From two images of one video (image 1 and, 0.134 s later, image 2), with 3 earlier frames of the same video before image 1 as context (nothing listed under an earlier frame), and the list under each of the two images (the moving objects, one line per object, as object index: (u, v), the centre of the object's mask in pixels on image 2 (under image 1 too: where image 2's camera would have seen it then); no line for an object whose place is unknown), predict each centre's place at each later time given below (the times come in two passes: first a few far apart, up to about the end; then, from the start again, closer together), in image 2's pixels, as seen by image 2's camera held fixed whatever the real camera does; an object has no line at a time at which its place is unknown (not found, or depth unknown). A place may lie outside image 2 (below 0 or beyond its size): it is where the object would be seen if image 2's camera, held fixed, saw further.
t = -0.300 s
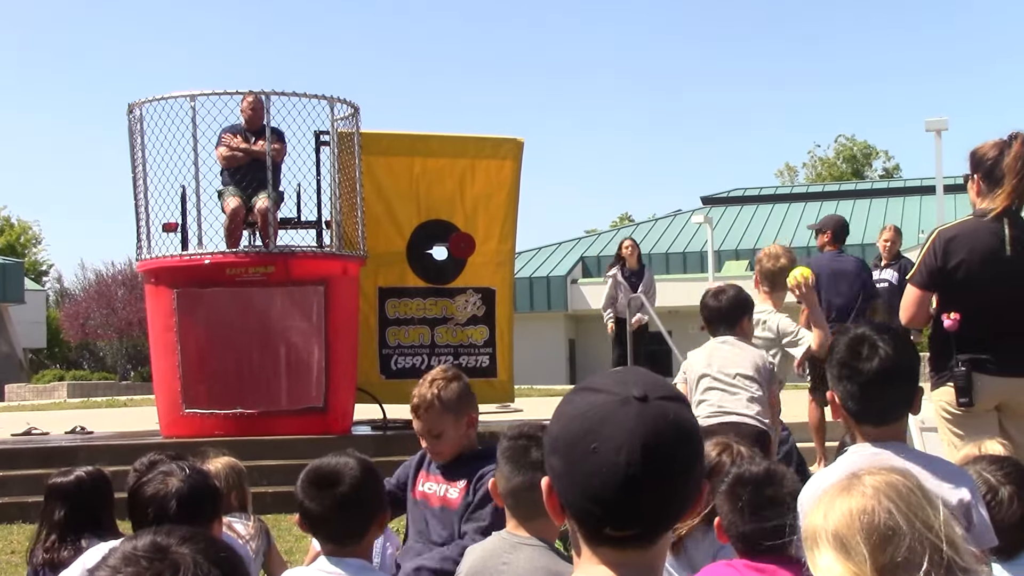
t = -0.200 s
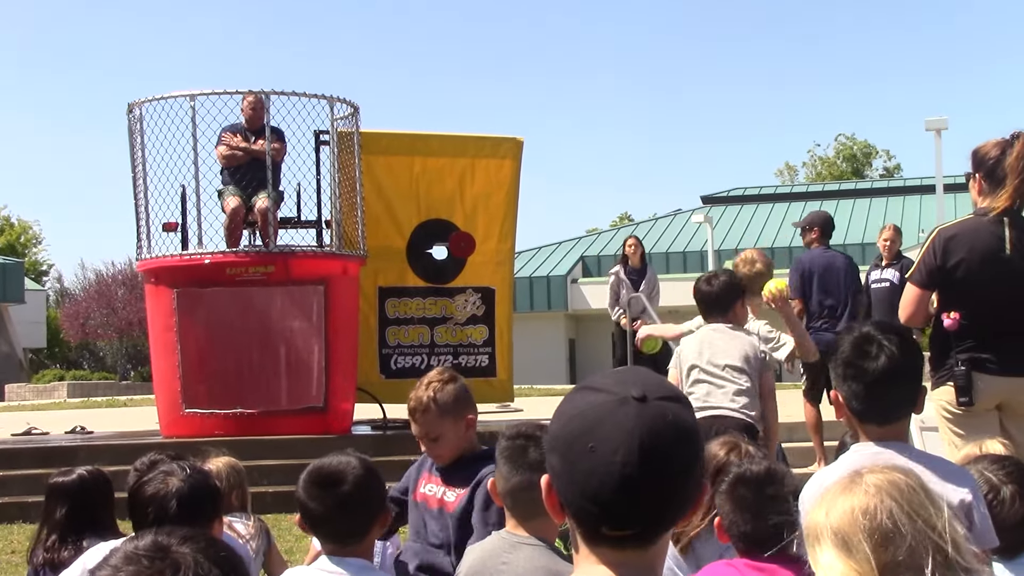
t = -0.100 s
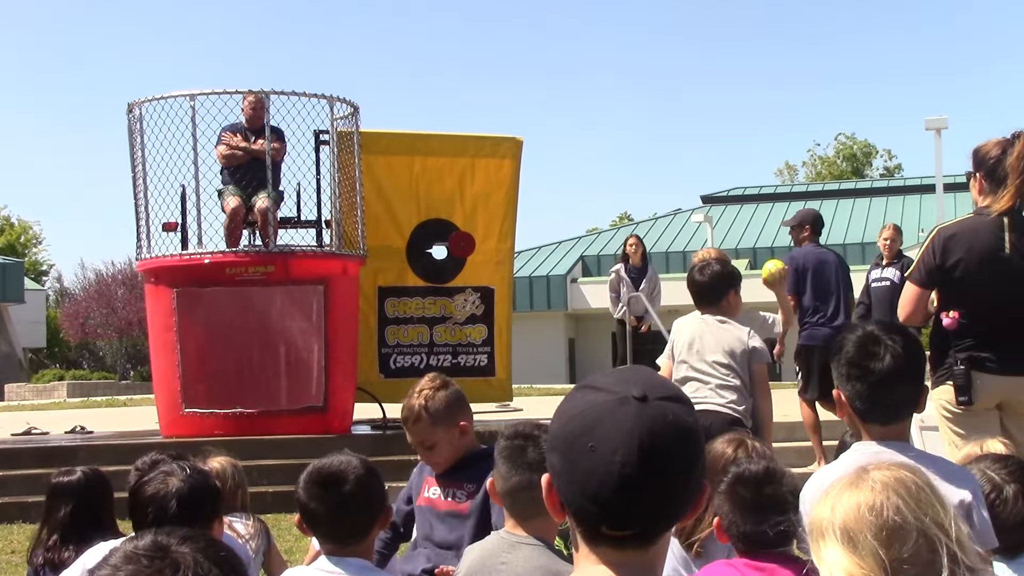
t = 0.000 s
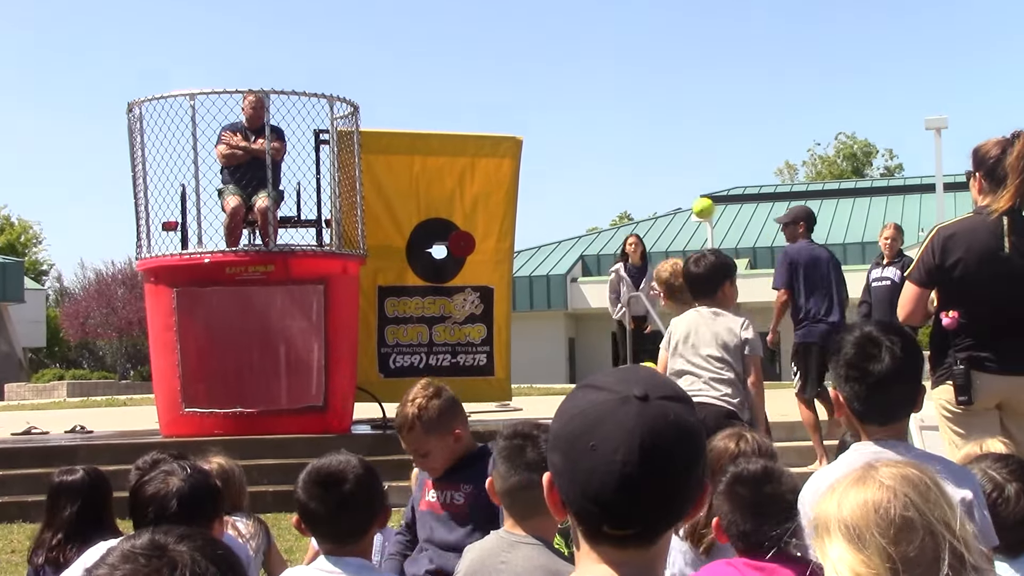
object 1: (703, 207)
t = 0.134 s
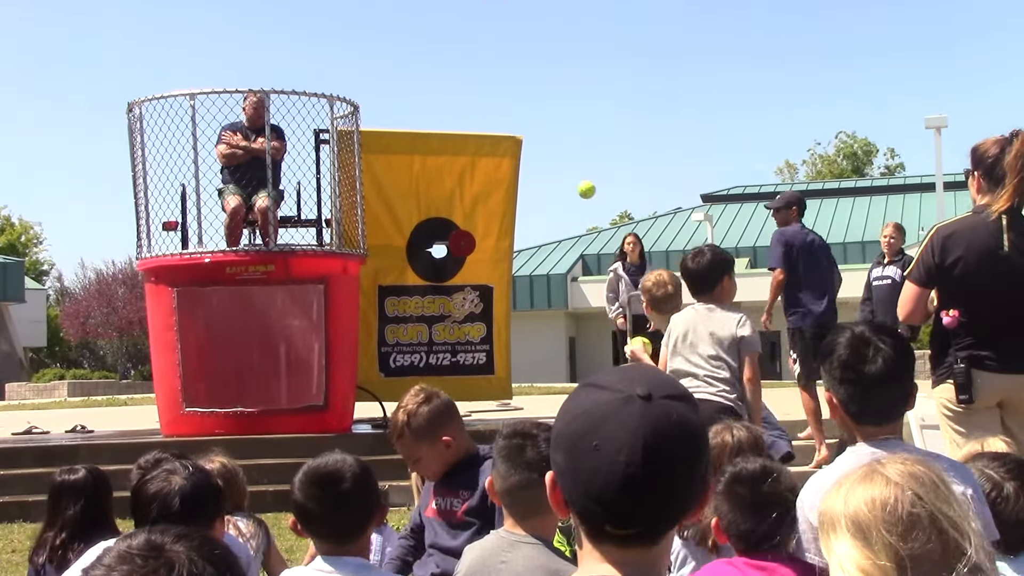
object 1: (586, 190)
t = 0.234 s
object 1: (524, 198)
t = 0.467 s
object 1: (426, 233)
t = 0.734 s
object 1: (325, 291)
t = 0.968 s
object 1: (214, 450)
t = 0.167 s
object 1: (563, 191)
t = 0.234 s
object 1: (524, 198)
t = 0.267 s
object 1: (506, 204)
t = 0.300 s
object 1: (489, 210)
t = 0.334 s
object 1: (475, 217)
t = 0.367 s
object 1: (461, 227)
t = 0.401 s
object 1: (448, 236)
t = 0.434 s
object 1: (438, 234)
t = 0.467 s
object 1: (426, 233)
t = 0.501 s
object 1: (415, 235)
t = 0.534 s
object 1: (403, 237)
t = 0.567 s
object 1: (391, 241)
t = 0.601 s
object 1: (378, 247)
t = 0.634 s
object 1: (365, 255)
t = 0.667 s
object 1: (352, 265)
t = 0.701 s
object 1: (339, 277)
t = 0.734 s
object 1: (325, 291)
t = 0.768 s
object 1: (311, 306)
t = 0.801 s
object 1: (296, 324)
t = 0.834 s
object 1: (281, 344)
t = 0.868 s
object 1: (265, 368)
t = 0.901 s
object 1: (249, 393)
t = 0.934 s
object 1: (232, 421)
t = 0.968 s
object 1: (214, 450)
